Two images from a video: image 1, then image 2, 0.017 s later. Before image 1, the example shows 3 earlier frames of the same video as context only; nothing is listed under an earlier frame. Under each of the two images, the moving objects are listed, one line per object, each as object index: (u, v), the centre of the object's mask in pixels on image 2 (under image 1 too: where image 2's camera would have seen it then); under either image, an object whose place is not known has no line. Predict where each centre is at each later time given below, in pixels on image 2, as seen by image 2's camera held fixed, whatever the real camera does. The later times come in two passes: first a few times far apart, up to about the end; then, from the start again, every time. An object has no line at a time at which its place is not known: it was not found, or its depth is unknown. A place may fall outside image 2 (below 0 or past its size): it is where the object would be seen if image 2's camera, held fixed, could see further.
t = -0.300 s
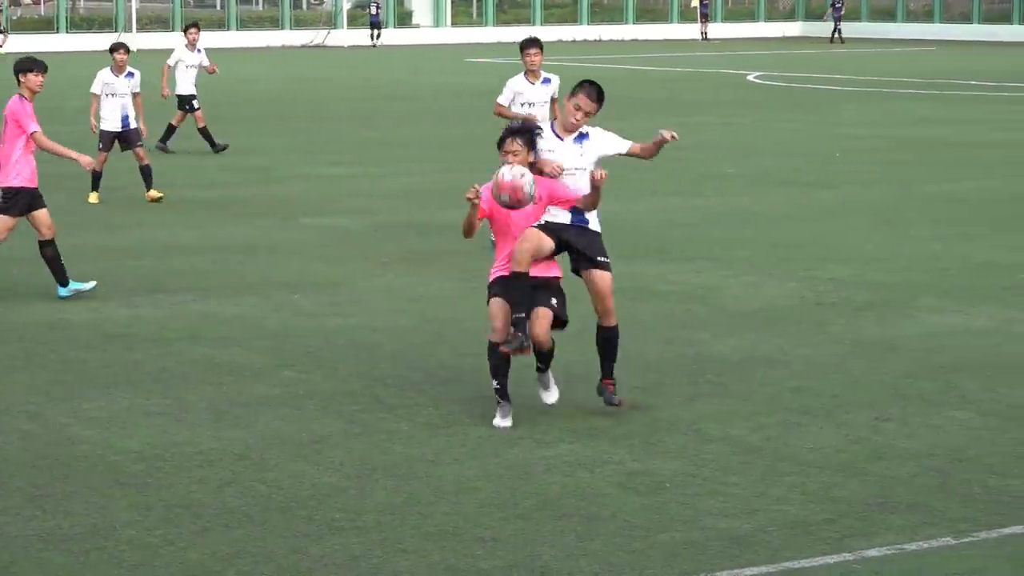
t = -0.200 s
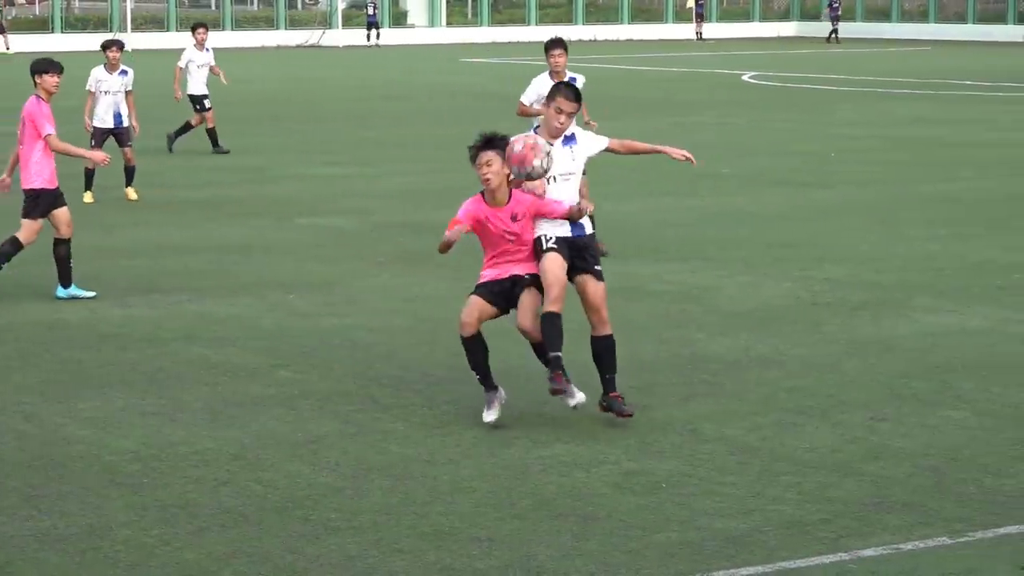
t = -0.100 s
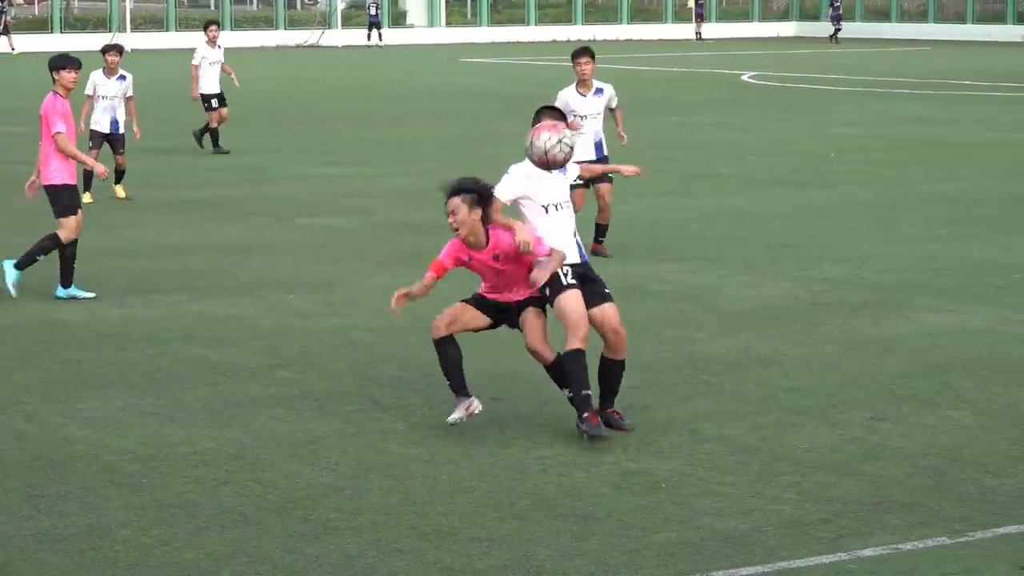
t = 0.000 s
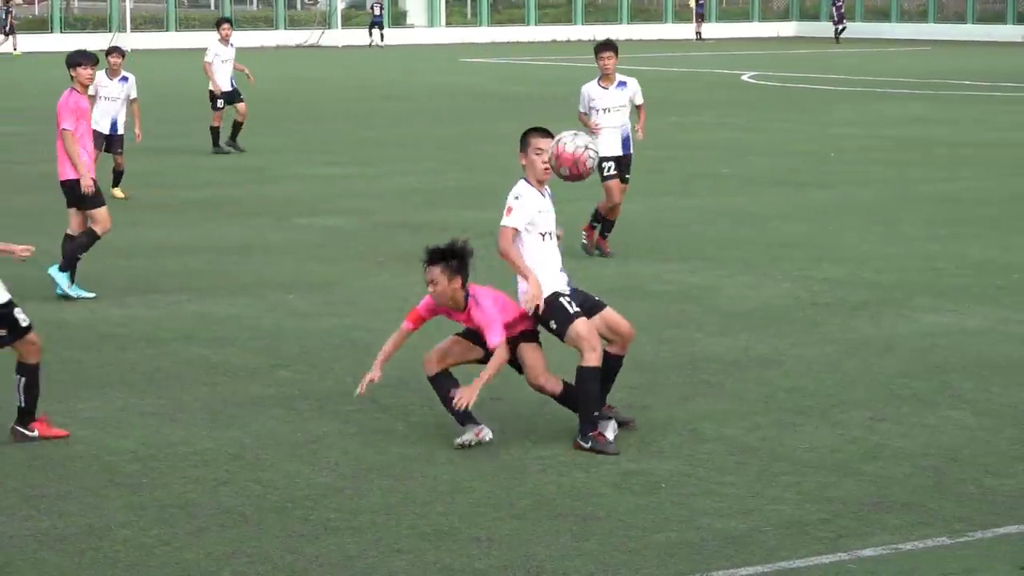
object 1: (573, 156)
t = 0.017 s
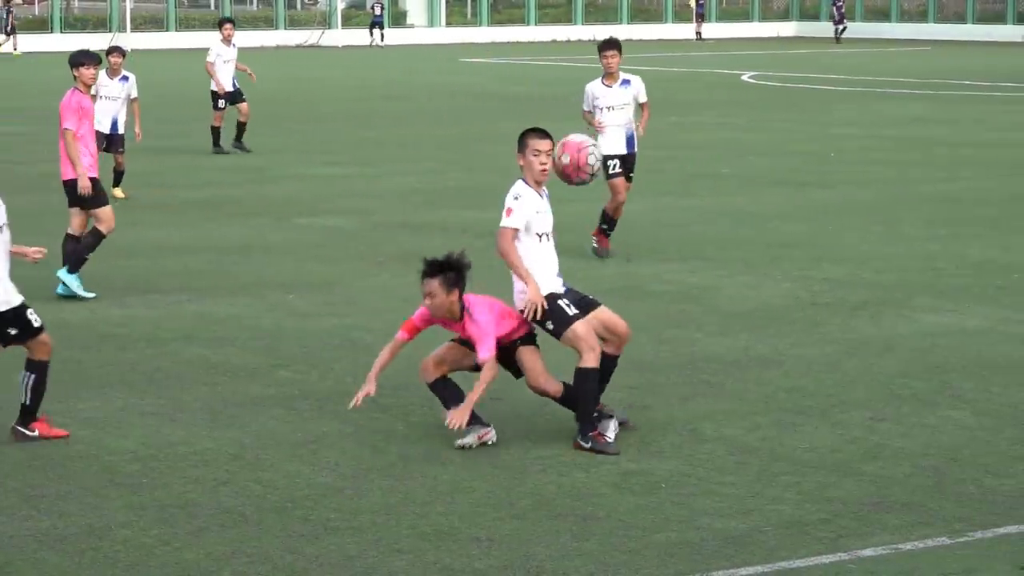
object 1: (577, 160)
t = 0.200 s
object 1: (626, 249)
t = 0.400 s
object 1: (683, 457)
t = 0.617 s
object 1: (760, 422)
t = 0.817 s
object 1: (839, 317)
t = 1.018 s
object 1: (914, 319)
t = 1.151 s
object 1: (964, 378)
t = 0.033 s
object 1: (582, 164)
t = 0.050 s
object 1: (586, 169)
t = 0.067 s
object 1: (590, 175)
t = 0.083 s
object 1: (594, 182)
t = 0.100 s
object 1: (599, 190)
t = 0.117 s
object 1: (602, 198)
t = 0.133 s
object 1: (607, 206)
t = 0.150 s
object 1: (611, 216)
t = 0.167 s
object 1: (616, 226)
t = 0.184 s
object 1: (621, 237)
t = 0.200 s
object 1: (626, 249)
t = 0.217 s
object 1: (630, 261)
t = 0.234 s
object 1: (635, 275)
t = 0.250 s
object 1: (640, 289)
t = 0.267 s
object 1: (644, 305)
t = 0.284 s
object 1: (649, 320)
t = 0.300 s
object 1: (653, 336)
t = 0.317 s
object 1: (658, 355)
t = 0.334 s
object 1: (664, 372)
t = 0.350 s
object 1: (669, 393)
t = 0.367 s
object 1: (674, 413)
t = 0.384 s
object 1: (679, 435)
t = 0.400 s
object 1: (683, 457)
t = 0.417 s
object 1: (689, 481)
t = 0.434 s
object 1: (694, 505)
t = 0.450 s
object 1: (699, 530)
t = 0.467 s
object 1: (705, 554)
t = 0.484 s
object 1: (711, 546)
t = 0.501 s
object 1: (717, 528)
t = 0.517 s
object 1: (723, 511)
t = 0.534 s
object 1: (729, 494)
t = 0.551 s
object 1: (736, 479)
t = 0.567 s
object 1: (742, 464)
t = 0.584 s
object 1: (749, 450)
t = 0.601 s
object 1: (755, 436)
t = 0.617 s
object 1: (760, 422)
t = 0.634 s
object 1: (766, 409)
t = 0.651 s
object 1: (774, 398)
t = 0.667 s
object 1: (780, 387)
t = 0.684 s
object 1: (787, 376)
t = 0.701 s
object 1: (793, 366)
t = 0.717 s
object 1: (800, 357)
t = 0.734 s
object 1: (806, 348)
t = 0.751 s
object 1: (813, 341)
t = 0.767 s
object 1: (820, 334)
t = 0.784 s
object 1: (826, 327)
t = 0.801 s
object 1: (833, 322)
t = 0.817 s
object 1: (839, 317)
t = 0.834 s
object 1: (846, 313)
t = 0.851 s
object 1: (852, 310)
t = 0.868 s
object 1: (859, 308)
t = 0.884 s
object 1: (865, 306)
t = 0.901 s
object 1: (871, 305)
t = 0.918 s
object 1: (877, 305)
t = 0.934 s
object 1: (883, 305)
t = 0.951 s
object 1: (890, 306)
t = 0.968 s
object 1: (897, 309)
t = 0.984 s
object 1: (903, 312)
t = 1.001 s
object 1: (909, 315)
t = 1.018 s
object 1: (914, 319)
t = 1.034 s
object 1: (921, 324)
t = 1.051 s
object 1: (927, 329)
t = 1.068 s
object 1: (934, 336)
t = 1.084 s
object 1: (940, 343)
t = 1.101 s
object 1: (946, 351)
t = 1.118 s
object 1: (952, 359)
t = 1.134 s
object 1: (958, 368)
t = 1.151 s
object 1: (964, 378)
